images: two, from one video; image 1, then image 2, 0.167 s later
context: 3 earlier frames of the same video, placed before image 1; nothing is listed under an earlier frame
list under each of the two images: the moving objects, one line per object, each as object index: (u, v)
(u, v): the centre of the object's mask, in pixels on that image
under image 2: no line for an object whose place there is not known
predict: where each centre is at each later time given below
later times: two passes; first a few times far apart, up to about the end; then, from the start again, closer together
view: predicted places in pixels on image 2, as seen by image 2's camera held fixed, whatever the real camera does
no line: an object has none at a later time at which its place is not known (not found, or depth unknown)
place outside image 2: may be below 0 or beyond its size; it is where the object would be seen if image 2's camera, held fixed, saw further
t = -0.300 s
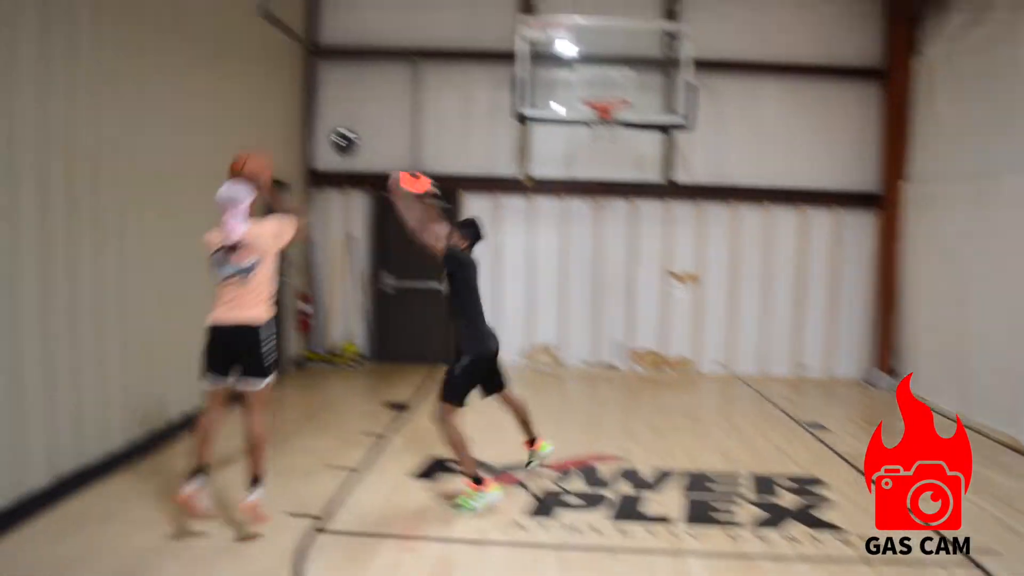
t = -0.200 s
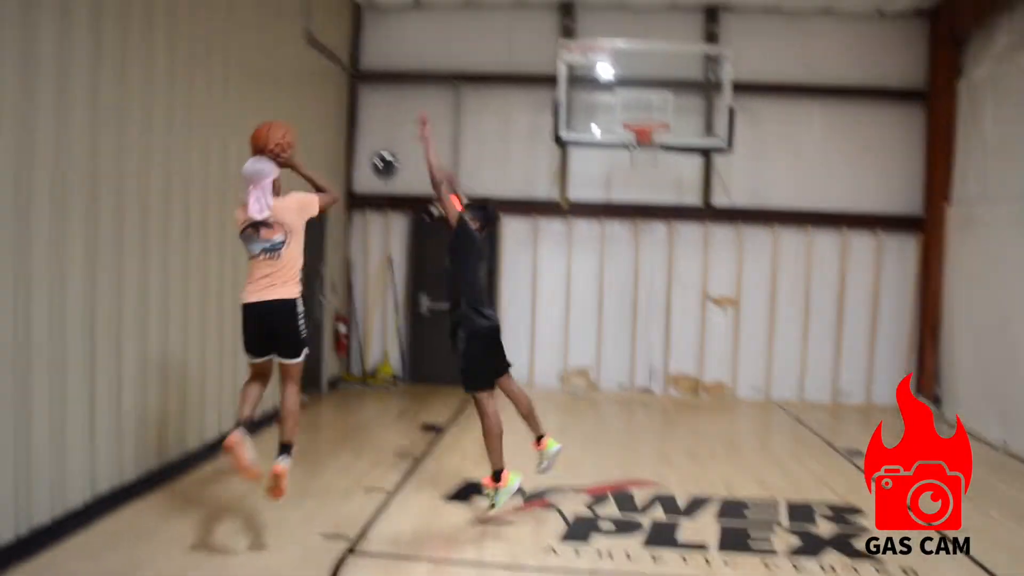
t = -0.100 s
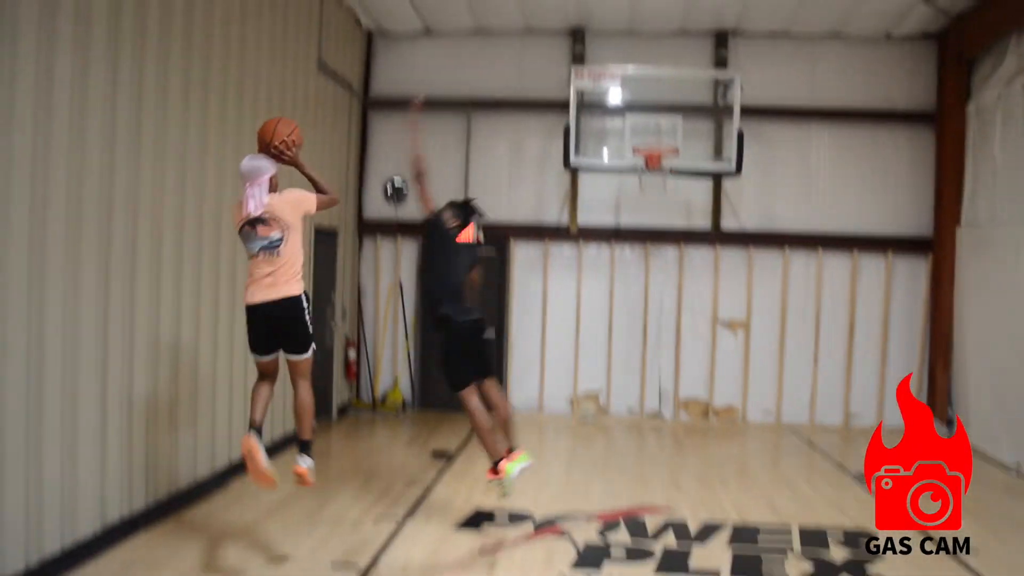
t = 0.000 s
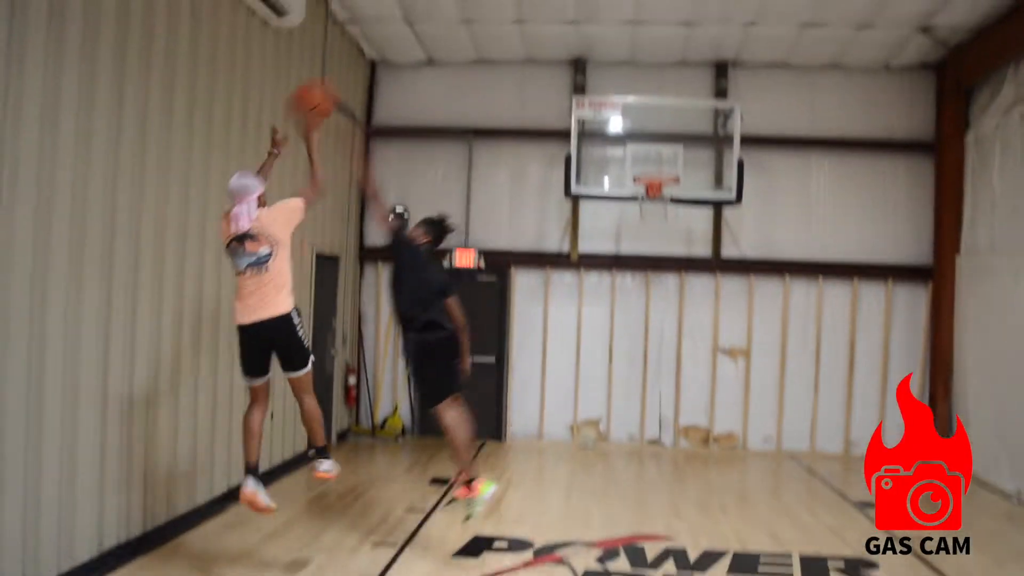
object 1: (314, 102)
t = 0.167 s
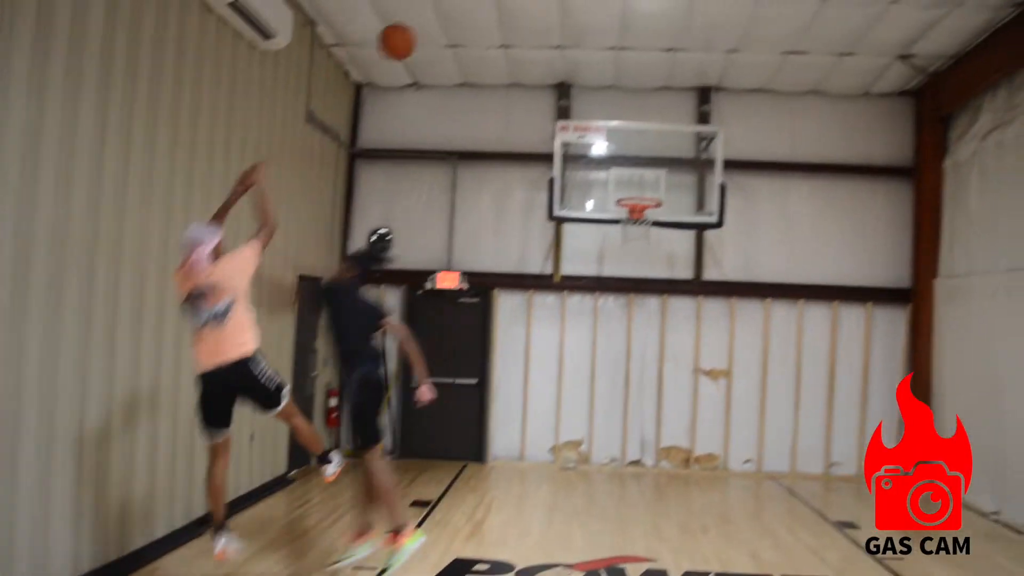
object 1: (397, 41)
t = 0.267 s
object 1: (444, 20)
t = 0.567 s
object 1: (545, 34)
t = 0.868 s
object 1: (614, 131)
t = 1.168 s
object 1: (640, 260)
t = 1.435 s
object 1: (638, 412)
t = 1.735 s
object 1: (634, 392)
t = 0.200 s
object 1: (413, 33)
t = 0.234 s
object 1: (429, 26)
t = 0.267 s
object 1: (444, 20)
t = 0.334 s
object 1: (471, 14)
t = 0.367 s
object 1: (484, 13)
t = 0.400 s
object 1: (495, 14)
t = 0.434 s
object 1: (507, 16)
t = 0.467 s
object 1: (517, 18)
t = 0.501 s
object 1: (527, 23)
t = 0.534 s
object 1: (536, 28)
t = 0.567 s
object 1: (545, 34)
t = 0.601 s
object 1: (554, 42)
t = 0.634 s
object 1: (565, 51)
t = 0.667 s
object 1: (572, 60)
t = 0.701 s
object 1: (580, 70)
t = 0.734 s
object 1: (588, 81)
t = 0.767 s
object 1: (595, 92)
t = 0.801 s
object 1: (602, 104)
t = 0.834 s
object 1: (608, 116)
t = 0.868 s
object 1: (614, 131)
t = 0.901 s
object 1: (620, 145)
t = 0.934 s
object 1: (626, 160)
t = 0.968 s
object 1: (631, 176)
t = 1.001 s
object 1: (636, 191)
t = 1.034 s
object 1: (640, 211)
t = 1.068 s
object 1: (642, 223)
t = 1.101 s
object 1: (641, 235)
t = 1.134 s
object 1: (640, 247)
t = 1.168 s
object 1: (640, 260)
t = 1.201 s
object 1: (640, 276)
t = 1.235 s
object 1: (639, 290)
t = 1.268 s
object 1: (638, 305)
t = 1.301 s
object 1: (638, 325)
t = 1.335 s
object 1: (638, 345)
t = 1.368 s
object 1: (637, 366)
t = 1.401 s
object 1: (637, 389)
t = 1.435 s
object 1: (638, 412)
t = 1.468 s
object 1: (639, 439)
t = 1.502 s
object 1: (639, 464)
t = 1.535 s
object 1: (640, 488)
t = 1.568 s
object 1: (638, 475)
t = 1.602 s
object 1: (636, 459)
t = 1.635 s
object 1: (637, 440)
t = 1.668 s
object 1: (635, 424)
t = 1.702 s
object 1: (634, 408)
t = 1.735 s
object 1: (634, 392)
